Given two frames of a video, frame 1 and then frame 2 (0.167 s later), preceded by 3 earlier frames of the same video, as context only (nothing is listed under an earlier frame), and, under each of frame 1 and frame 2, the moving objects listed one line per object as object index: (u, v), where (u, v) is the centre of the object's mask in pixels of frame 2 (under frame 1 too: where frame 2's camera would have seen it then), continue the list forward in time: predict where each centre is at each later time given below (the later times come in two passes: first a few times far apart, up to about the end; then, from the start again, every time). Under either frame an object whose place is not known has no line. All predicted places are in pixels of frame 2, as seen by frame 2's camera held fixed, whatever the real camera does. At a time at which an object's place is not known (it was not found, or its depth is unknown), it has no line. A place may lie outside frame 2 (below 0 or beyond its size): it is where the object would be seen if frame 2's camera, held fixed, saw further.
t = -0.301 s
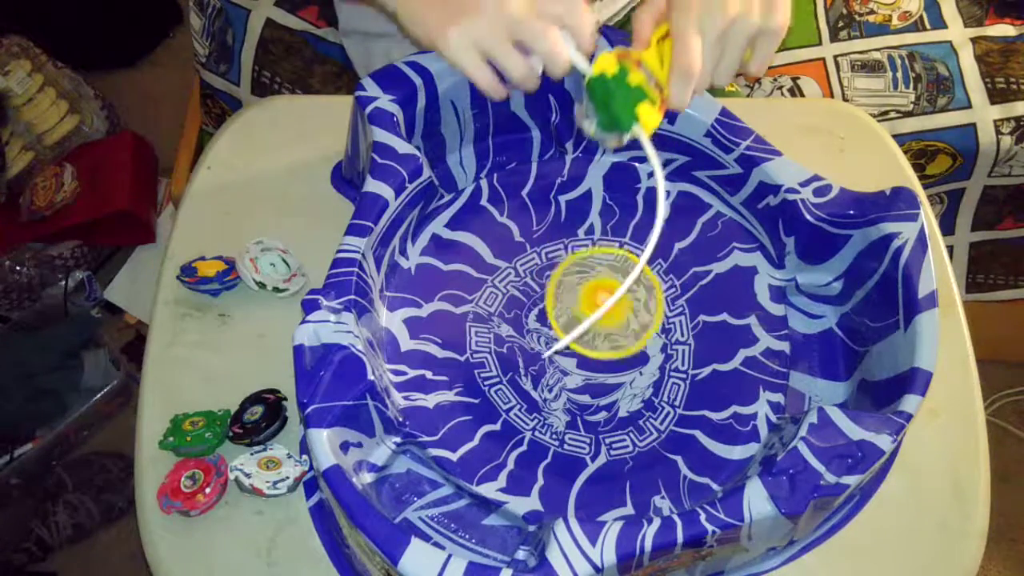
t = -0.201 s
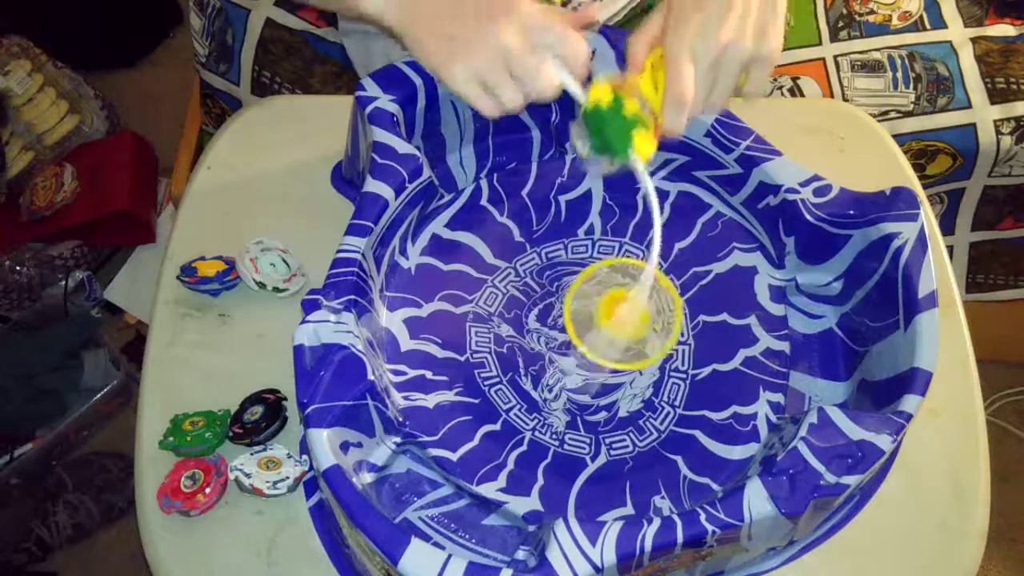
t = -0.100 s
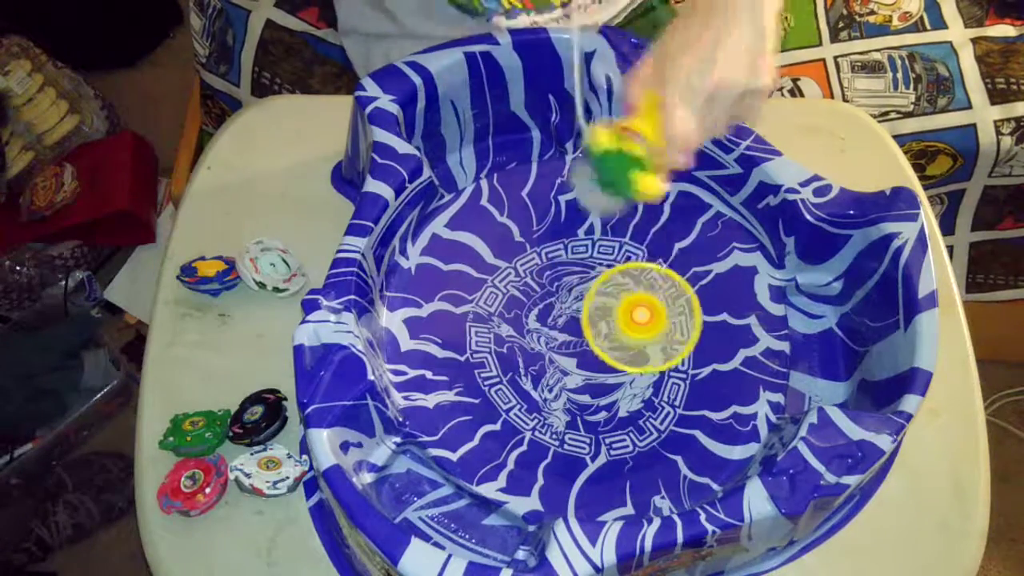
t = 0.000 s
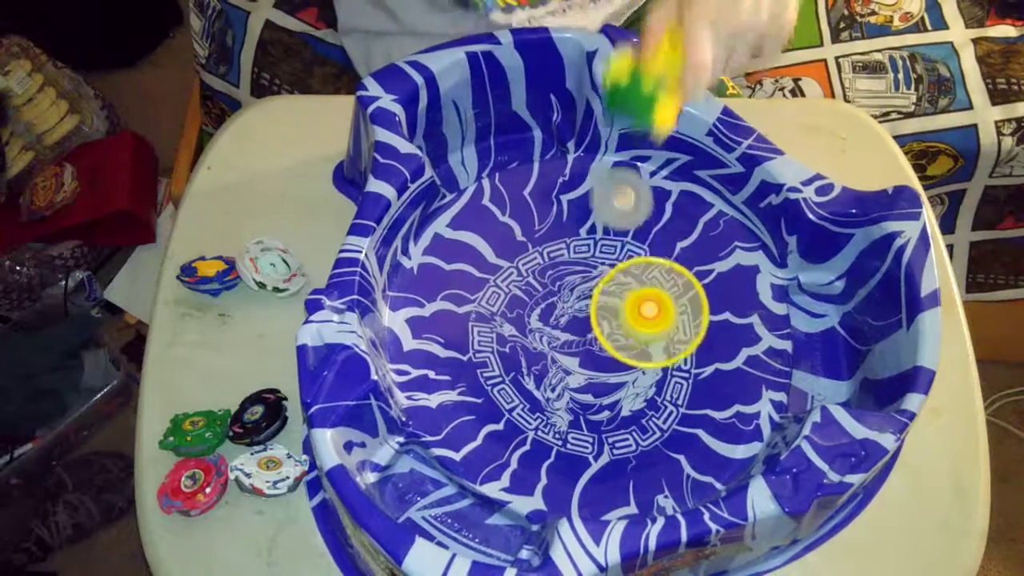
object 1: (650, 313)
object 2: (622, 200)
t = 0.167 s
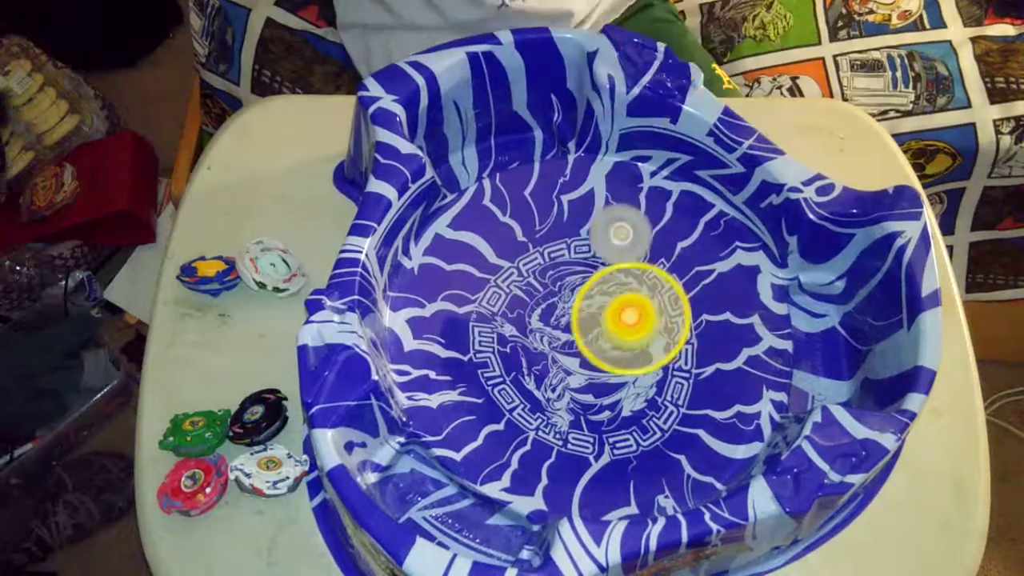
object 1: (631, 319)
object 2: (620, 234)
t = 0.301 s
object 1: (622, 341)
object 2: (611, 239)
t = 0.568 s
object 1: (657, 361)
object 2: (616, 258)
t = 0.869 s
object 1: (639, 356)
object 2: (670, 240)
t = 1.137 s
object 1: (637, 391)
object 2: (583, 298)
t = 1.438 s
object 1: (670, 450)
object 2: (624, 373)
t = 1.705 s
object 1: (640, 400)
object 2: (748, 322)
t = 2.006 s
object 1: (571, 333)
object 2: (663, 246)
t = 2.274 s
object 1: (527, 376)
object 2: (441, 356)
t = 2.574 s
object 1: (601, 365)
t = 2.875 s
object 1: (601, 196)
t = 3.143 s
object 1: (530, 388)
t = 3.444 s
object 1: (671, 355)
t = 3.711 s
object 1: (566, 196)
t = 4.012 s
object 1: (538, 285)
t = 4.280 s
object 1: (577, 343)
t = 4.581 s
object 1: (607, 335)
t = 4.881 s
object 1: (635, 333)
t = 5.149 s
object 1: (635, 314)
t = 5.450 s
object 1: (619, 322)
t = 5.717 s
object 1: (609, 343)
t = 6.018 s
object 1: (612, 357)
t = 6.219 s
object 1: (601, 354)
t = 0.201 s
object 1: (626, 323)
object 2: (618, 236)
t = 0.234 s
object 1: (623, 330)
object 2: (616, 239)
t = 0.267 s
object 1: (621, 335)
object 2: (613, 239)
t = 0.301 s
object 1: (622, 341)
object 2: (611, 239)
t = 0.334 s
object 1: (624, 348)
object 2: (610, 239)
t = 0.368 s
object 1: (627, 354)
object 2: (610, 240)
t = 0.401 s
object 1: (632, 360)
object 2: (610, 240)
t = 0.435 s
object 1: (637, 364)
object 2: (609, 241)
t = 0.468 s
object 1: (643, 365)
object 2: (609, 245)
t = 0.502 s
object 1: (649, 365)
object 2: (610, 249)
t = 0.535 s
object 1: (654, 363)
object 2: (612, 253)
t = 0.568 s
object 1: (657, 361)
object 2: (616, 258)
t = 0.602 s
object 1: (660, 358)
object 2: (620, 263)
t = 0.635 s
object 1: (661, 355)
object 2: (627, 267)
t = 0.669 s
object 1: (661, 352)
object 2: (634, 270)
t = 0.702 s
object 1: (660, 349)
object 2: (642, 271)
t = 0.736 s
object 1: (656, 351)
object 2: (651, 268)
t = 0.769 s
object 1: (652, 353)
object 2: (660, 263)
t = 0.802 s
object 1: (647, 355)
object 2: (667, 256)
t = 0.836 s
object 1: (643, 355)
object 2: (671, 248)
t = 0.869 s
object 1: (639, 356)
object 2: (670, 240)
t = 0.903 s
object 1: (636, 356)
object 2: (666, 235)
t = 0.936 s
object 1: (634, 356)
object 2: (656, 231)
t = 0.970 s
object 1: (632, 358)
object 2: (644, 233)
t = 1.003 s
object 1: (630, 361)
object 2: (630, 240)
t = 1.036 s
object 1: (630, 364)
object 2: (617, 253)
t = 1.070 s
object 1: (630, 367)
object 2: (603, 272)
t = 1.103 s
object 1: (631, 373)
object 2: (592, 292)
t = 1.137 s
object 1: (637, 391)
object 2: (583, 298)
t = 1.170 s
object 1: (641, 407)
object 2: (577, 303)
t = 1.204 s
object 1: (644, 417)
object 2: (576, 310)
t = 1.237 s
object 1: (647, 423)
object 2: (575, 320)
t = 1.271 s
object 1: (651, 426)
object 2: (577, 333)
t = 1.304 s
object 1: (654, 427)
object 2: (582, 343)
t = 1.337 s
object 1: (656, 428)
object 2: (590, 360)
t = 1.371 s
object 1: (661, 433)
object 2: (599, 367)
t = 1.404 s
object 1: (667, 444)
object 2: (611, 371)
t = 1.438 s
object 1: (670, 450)
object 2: (624, 373)
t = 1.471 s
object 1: (671, 450)
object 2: (638, 373)
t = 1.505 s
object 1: (669, 446)
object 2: (656, 370)
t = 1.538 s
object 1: (666, 441)
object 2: (676, 366)
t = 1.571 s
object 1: (663, 435)
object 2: (695, 363)
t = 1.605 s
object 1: (658, 427)
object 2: (713, 358)
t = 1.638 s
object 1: (653, 419)
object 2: (727, 350)
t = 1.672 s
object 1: (647, 410)
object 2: (740, 335)
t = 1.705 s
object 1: (640, 400)
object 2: (748, 322)
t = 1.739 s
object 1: (633, 390)
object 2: (756, 308)
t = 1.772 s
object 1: (625, 380)
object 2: (760, 296)
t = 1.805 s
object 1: (617, 370)
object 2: (760, 285)
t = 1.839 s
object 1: (609, 360)
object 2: (755, 276)
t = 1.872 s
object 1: (601, 352)
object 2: (746, 266)
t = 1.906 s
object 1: (593, 344)
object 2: (732, 260)
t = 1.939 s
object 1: (585, 338)
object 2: (713, 254)
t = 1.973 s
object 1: (578, 334)
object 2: (689, 248)
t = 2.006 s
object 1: (571, 333)
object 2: (663, 246)
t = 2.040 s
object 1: (564, 333)
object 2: (632, 249)
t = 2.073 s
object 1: (558, 336)
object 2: (590, 260)
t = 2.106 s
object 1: (550, 344)
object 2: (560, 269)
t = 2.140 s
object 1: (542, 353)
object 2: (527, 278)
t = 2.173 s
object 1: (536, 360)
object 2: (500, 293)
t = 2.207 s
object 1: (532, 366)
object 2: (472, 313)
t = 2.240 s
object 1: (529, 372)
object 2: (454, 334)
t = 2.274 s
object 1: (527, 376)
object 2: (441, 356)
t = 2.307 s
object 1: (526, 381)
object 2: (434, 386)
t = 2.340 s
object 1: (529, 384)
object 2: (445, 407)
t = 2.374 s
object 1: (541, 387)
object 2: (448, 428)
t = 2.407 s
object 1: (555, 389)
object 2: (454, 446)
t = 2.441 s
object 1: (568, 388)
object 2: (465, 467)
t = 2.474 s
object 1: (580, 385)
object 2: (479, 488)
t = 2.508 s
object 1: (589, 381)
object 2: (490, 512)
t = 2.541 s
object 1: (595, 376)
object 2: (500, 521)
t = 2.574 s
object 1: (601, 365)
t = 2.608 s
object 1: (606, 355)
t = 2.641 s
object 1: (606, 349)
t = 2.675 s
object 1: (607, 342)
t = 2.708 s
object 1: (609, 307)
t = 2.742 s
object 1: (617, 268)
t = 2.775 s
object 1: (618, 237)
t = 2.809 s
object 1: (616, 213)
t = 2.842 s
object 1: (611, 194)
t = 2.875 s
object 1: (601, 196)
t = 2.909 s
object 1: (589, 205)
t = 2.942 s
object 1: (577, 217)
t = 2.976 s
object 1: (564, 233)
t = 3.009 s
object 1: (550, 256)
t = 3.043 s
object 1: (539, 284)
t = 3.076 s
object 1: (531, 317)
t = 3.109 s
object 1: (528, 351)
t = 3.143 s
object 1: (530, 388)
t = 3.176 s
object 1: (540, 424)
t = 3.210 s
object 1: (554, 452)
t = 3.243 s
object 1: (570, 442)
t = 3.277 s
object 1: (585, 433)
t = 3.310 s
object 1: (598, 430)
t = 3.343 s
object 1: (617, 415)
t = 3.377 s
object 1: (639, 397)
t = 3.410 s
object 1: (654, 384)
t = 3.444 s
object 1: (671, 355)
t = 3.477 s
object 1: (685, 327)
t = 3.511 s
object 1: (695, 294)
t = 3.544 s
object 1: (699, 260)
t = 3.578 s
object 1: (687, 233)
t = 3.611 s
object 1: (659, 218)
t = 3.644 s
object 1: (627, 209)
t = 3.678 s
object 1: (595, 200)
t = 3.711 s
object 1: (566, 196)
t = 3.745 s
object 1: (537, 193)
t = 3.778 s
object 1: (517, 196)
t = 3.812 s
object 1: (498, 199)
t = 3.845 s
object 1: (489, 208)
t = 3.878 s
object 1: (494, 217)
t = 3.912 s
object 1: (505, 235)
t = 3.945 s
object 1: (515, 250)
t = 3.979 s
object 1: (526, 268)
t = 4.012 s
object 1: (538, 285)
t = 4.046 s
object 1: (551, 301)
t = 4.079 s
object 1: (563, 314)
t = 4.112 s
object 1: (572, 325)
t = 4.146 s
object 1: (575, 334)
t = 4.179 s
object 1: (574, 340)
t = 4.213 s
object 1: (574, 343)
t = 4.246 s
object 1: (575, 343)
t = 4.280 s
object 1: (577, 343)
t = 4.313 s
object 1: (580, 342)
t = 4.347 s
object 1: (583, 340)
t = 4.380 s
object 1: (586, 339)
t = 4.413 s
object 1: (589, 338)
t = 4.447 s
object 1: (593, 338)
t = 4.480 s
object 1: (596, 337)
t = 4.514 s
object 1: (600, 336)
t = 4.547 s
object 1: (604, 335)
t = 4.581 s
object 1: (607, 335)
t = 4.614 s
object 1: (611, 335)
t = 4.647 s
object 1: (614, 335)
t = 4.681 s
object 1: (618, 334)
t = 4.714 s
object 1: (621, 334)
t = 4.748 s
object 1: (624, 334)
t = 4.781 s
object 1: (627, 334)
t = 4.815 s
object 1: (630, 333)
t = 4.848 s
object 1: (633, 333)
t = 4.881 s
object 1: (635, 333)
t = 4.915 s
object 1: (638, 333)
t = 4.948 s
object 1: (640, 333)
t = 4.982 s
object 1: (642, 327)
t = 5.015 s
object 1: (643, 322)
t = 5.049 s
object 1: (643, 318)
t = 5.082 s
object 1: (642, 317)
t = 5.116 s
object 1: (640, 316)
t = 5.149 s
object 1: (635, 314)
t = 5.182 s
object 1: (630, 311)
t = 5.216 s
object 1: (626, 310)
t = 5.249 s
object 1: (624, 310)
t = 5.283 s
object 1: (623, 312)
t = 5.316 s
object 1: (623, 314)
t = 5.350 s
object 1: (622, 316)
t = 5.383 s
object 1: (621, 318)
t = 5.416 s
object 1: (621, 320)
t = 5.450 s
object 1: (619, 322)
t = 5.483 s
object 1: (618, 324)
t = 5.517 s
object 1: (617, 327)
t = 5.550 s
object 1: (616, 329)
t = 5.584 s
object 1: (614, 331)
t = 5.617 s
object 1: (613, 333)
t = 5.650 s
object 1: (611, 335)
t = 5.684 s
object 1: (610, 339)
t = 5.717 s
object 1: (609, 343)
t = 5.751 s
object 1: (607, 345)
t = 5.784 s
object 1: (606, 346)
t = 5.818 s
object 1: (608, 350)
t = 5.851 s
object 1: (608, 353)
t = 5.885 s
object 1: (606, 354)
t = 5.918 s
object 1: (604, 356)
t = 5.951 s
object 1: (605, 356)
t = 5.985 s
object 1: (611, 356)
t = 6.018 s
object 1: (612, 357)
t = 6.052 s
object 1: (612, 357)
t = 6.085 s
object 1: (610, 356)
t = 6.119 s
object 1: (608, 356)
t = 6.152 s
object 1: (605, 355)
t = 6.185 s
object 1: (603, 354)
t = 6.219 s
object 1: (601, 354)
